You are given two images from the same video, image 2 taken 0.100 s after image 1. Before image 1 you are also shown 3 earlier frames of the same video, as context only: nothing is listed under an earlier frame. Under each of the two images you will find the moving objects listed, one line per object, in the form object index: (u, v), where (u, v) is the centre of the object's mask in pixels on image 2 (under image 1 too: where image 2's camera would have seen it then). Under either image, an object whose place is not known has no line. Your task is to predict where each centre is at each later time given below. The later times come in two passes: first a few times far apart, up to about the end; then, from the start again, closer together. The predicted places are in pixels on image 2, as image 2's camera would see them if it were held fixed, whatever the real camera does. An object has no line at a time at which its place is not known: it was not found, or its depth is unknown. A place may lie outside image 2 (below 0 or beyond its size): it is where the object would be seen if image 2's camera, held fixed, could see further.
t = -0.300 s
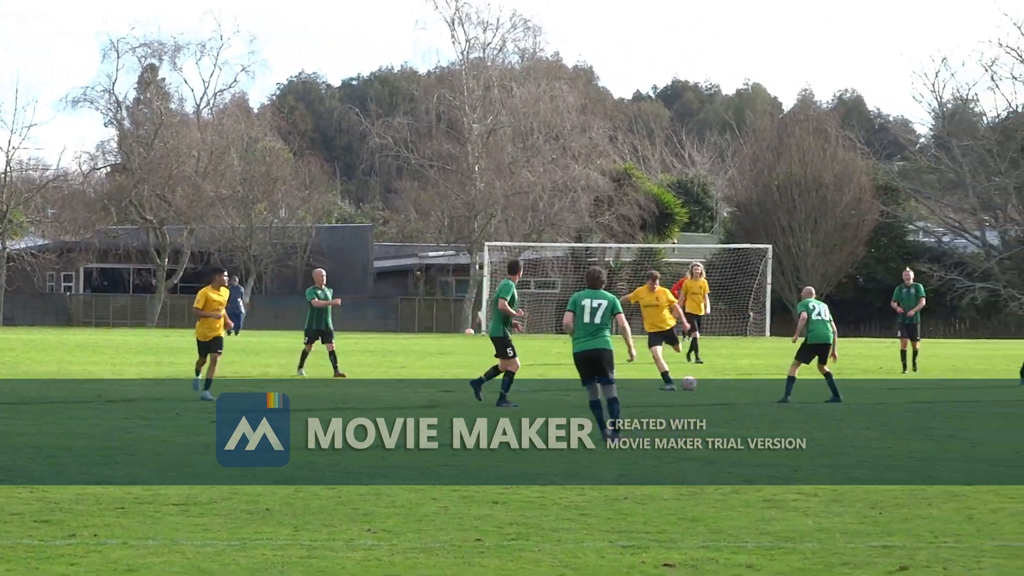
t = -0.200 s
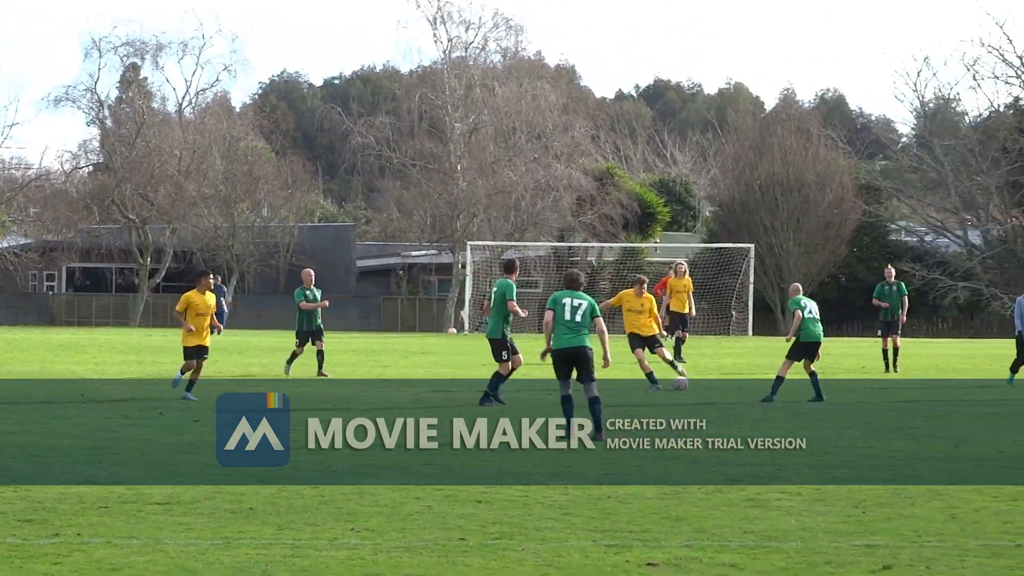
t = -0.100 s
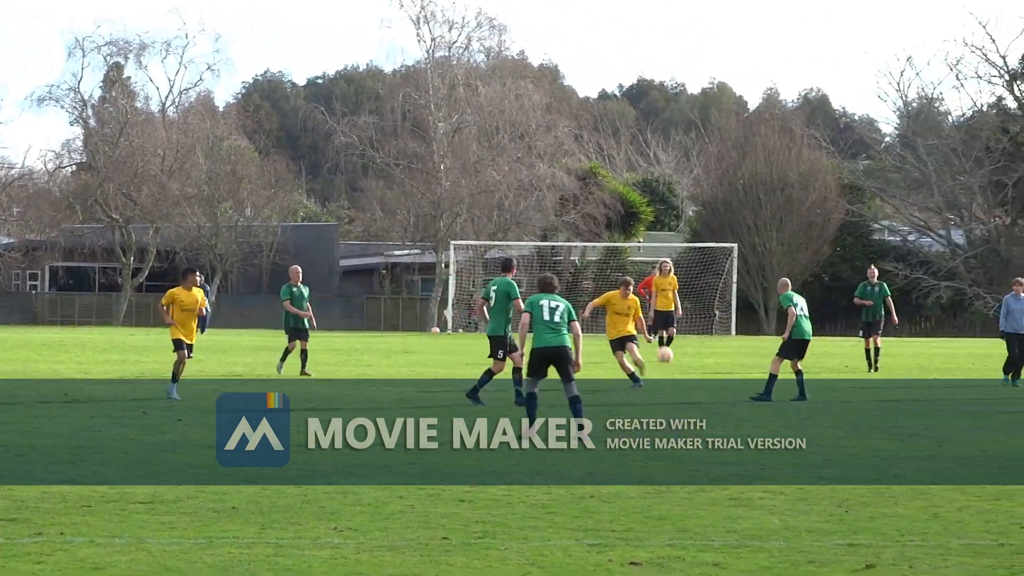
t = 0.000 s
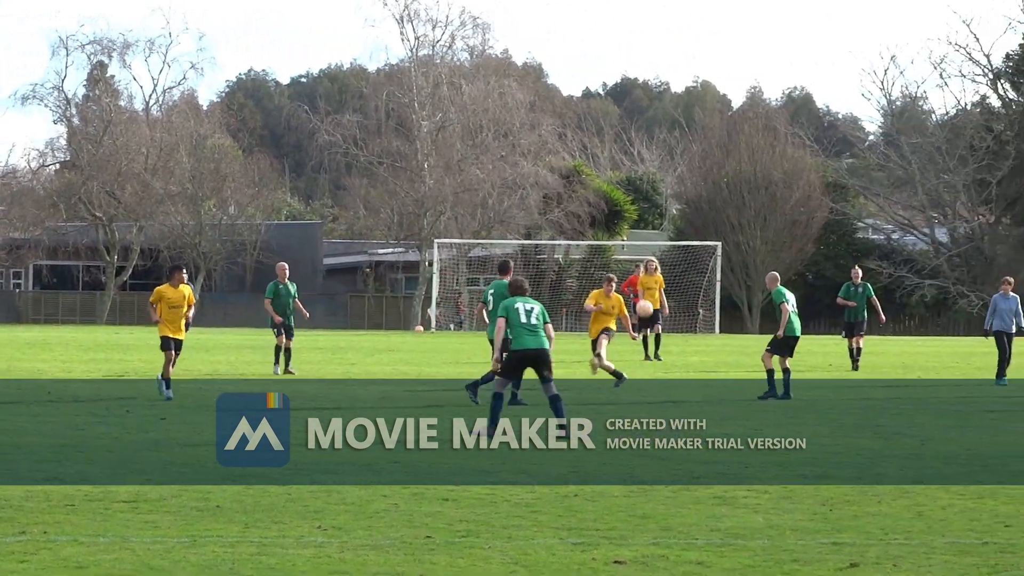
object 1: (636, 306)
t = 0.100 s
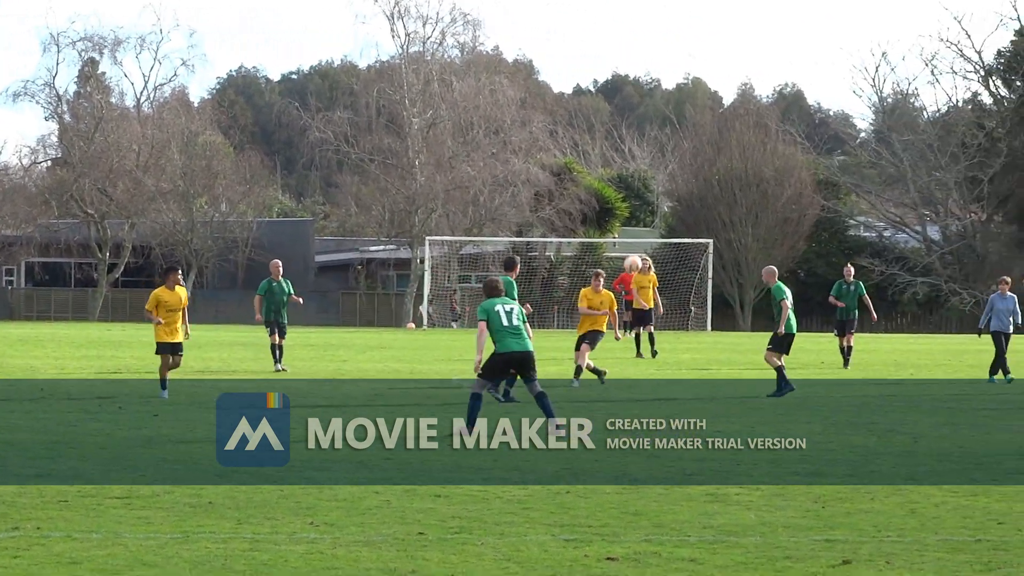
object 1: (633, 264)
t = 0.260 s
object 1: (631, 203)
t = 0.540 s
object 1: (634, 122)
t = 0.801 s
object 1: (645, 87)
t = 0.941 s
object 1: (653, 86)
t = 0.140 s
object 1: (632, 248)
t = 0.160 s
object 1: (632, 239)
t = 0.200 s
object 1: (631, 224)
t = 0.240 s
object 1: (631, 210)
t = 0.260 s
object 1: (631, 203)
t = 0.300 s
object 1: (631, 190)
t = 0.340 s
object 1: (631, 177)
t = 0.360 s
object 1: (631, 170)
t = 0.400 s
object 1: (631, 158)
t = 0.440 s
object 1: (632, 146)
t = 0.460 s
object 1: (632, 142)
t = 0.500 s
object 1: (633, 131)
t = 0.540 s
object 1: (634, 122)
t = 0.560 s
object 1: (634, 118)
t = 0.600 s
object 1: (636, 110)
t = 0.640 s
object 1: (637, 103)
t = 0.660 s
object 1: (638, 100)
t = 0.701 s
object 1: (640, 94)
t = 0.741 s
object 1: (642, 90)
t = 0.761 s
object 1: (643, 88)
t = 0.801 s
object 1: (645, 87)
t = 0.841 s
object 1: (647, 85)
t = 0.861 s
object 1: (649, 83)
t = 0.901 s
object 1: (650, 84)
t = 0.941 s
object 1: (653, 86)
